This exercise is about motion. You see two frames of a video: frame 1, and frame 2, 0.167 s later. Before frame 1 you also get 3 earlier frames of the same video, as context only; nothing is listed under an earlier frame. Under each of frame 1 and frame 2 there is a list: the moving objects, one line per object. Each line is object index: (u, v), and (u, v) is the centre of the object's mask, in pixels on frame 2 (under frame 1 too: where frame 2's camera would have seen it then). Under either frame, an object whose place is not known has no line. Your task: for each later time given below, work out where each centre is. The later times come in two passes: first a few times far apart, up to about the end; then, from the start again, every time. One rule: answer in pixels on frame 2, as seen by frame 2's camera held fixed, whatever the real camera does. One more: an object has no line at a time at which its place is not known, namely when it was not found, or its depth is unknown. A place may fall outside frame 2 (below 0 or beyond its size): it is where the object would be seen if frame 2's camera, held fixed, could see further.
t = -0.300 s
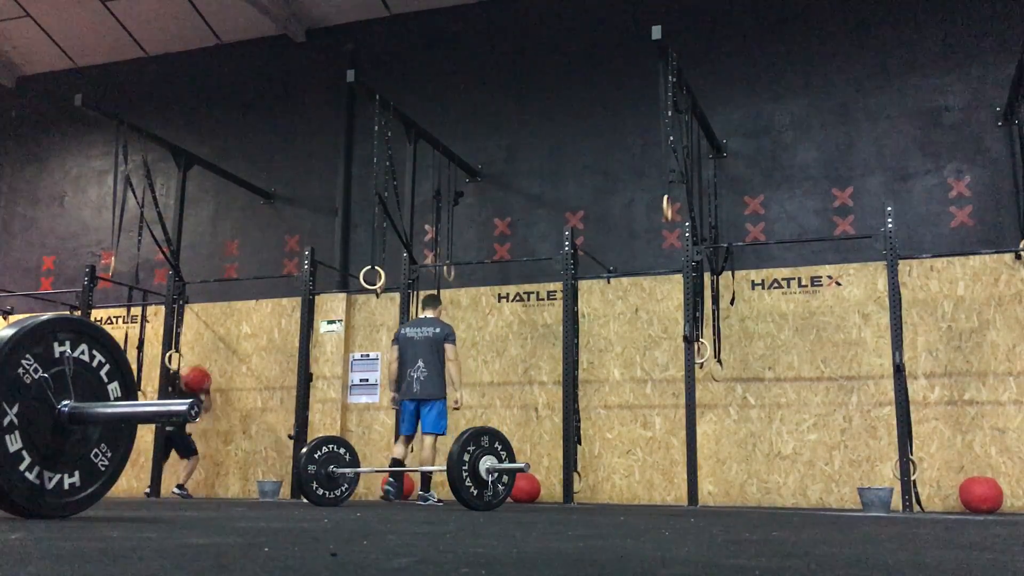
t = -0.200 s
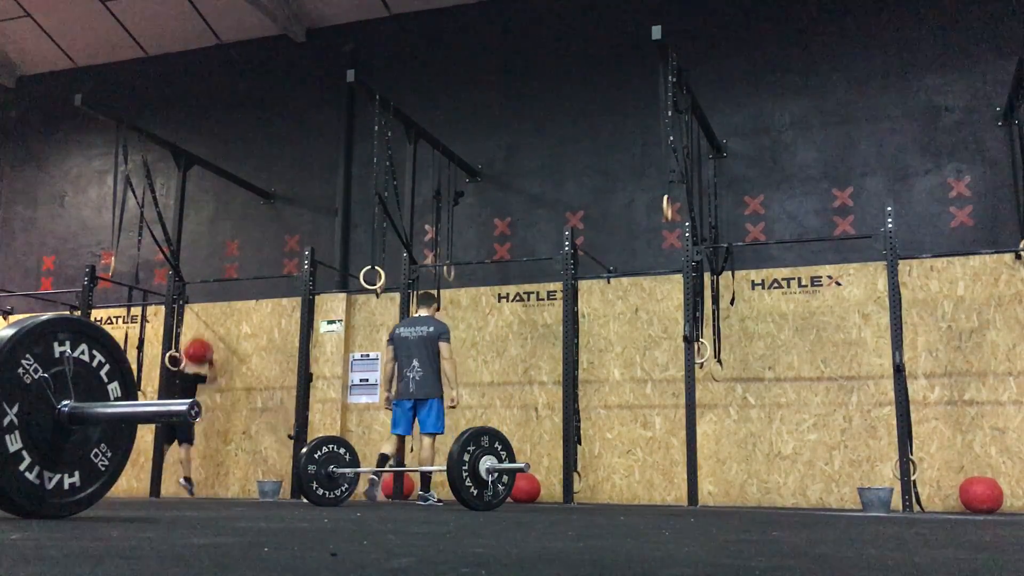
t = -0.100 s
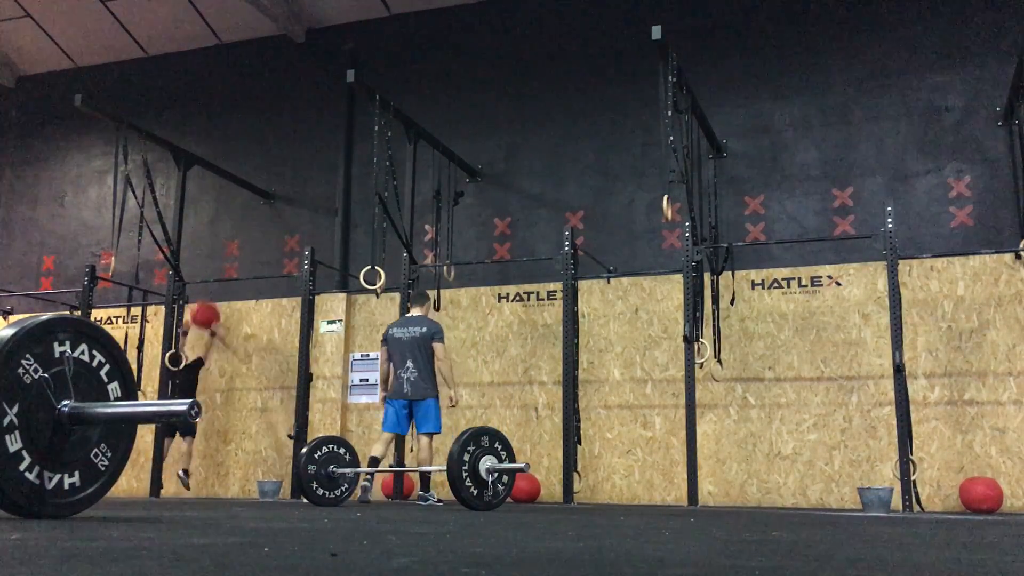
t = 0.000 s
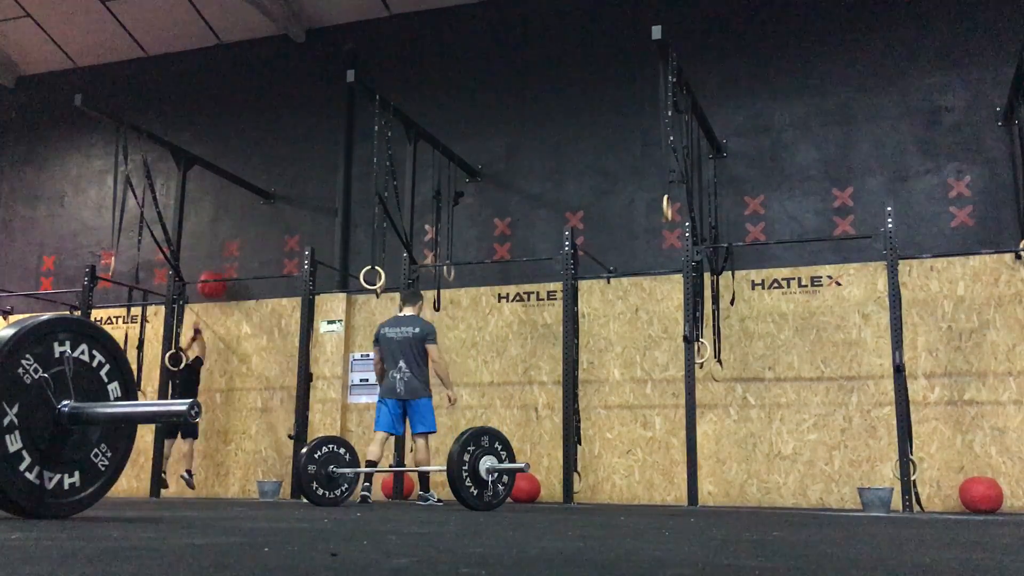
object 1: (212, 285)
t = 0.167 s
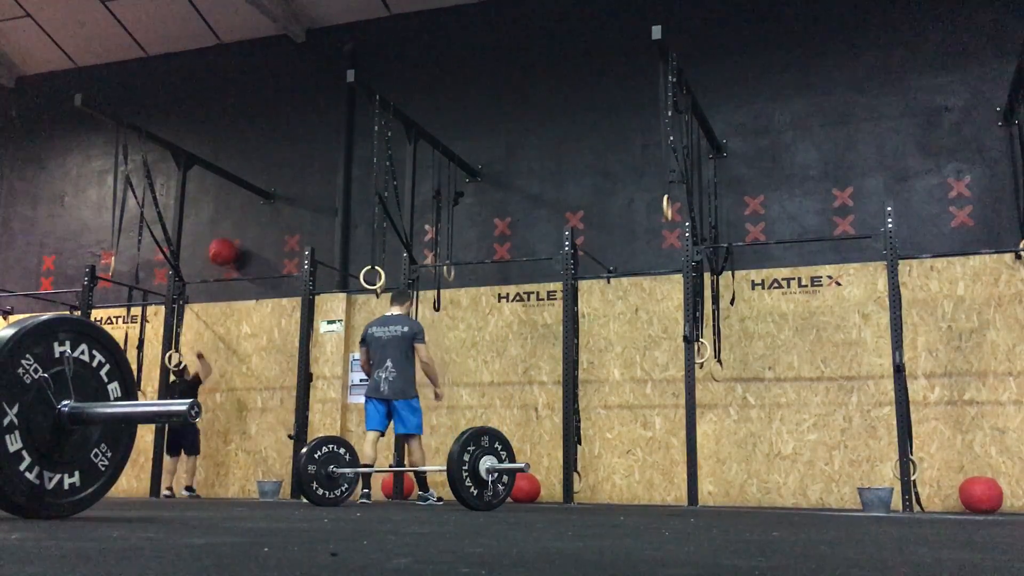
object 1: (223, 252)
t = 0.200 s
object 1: (224, 248)
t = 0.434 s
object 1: (224, 244)
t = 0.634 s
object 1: (219, 272)
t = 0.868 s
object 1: (210, 346)
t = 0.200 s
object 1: (224, 248)
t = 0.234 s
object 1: (226, 245)
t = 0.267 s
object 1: (226, 243)
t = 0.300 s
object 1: (226, 242)
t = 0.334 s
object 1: (226, 241)
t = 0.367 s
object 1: (225, 241)
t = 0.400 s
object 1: (225, 242)
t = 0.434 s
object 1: (224, 244)
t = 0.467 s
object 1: (224, 247)
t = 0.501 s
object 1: (224, 250)
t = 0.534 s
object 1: (223, 255)
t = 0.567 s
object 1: (222, 260)
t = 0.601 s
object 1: (220, 265)
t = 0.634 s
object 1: (219, 272)
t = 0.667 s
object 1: (218, 280)
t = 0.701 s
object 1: (217, 289)
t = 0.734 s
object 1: (215, 299)
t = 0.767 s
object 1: (214, 308)
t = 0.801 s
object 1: (213, 320)
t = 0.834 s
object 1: (211, 333)
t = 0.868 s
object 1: (210, 346)
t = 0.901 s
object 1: (209, 360)
